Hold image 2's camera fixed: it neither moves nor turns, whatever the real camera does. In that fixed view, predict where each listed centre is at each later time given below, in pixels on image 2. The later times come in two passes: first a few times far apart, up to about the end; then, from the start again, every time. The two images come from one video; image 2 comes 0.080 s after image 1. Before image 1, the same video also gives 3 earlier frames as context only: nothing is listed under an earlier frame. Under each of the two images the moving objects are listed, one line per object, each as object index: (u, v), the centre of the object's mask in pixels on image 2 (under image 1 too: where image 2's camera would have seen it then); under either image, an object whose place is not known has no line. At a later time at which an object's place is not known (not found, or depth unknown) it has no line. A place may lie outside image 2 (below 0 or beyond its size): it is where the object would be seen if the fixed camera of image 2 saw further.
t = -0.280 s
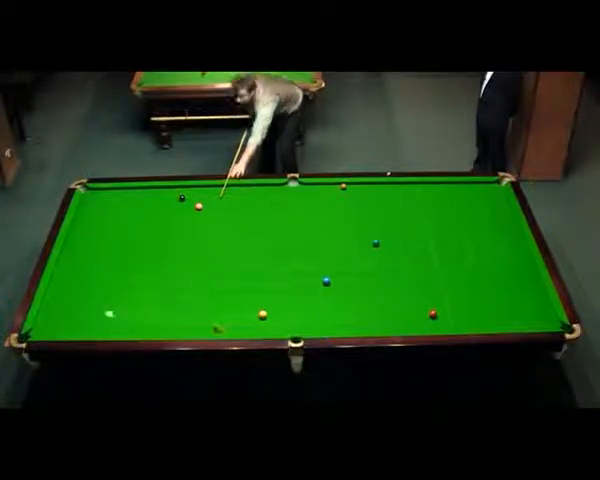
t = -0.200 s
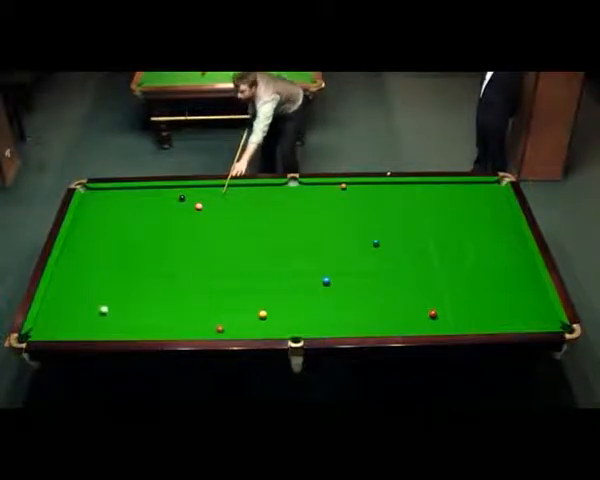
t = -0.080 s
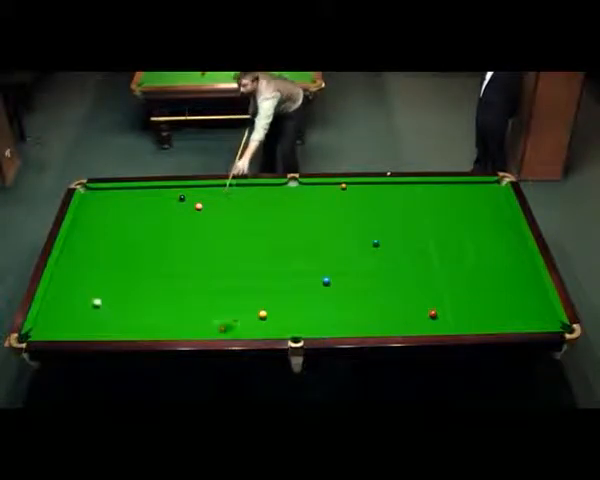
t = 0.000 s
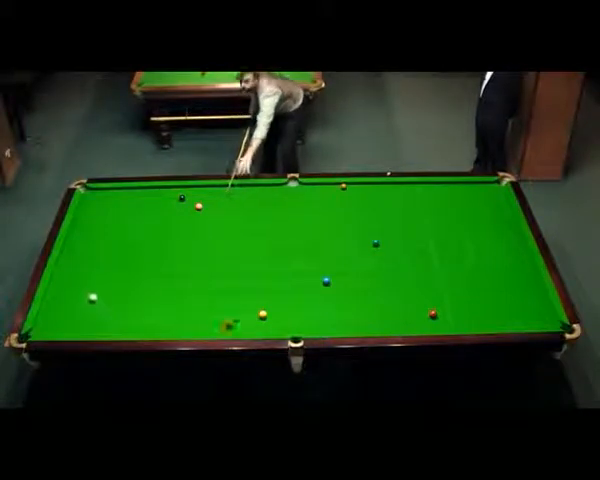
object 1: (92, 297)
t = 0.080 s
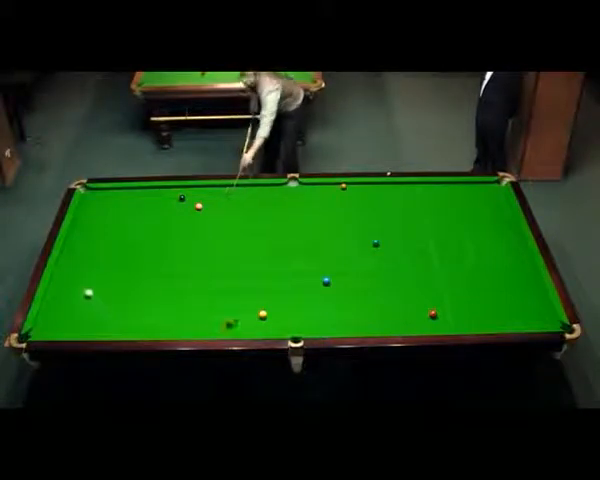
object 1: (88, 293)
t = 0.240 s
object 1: (80, 284)
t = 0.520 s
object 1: (66, 270)
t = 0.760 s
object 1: (63, 258)
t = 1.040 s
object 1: (79, 247)
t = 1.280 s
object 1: (91, 237)
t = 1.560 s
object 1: (102, 228)
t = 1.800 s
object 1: (114, 219)
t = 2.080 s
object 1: (125, 211)
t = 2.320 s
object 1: (133, 204)
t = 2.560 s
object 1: (142, 197)
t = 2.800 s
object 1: (151, 191)
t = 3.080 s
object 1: (156, 189)
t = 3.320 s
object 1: (160, 193)
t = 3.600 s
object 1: (163, 195)
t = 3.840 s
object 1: (166, 198)
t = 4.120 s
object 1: (169, 201)
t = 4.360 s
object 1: (171, 203)
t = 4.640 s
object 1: (173, 205)
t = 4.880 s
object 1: (174, 206)
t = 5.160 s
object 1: (175, 208)
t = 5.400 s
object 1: (176, 209)
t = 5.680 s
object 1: (177, 209)
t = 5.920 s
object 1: (177, 209)
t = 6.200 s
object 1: (177, 209)
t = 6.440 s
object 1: (177, 209)
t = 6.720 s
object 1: (177, 209)
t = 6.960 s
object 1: (177, 209)
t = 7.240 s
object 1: (177, 209)
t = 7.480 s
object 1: (177, 209)
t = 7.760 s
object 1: (178, 209)
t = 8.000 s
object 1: (177, 209)
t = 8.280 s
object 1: (178, 209)
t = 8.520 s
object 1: (177, 209)
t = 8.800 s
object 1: (178, 209)
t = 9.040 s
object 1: (178, 209)
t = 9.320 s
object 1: (178, 209)
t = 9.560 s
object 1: (178, 209)
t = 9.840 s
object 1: (178, 209)
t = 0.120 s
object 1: (86, 291)
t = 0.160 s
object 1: (84, 289)
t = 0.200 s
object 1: (82, 286)
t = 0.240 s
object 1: (80, 284)
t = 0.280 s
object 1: (78, 282)
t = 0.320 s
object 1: (75, 280)
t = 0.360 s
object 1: (73, 278)
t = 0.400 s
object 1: (71, 276)
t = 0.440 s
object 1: (69, 274)
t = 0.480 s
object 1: (68, 272)
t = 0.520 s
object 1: (66, 270)
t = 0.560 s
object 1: (64, 268)
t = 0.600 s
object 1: (63, 266)
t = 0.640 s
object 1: (61, 263)
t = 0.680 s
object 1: (59, 262)
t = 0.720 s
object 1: (61, 260)
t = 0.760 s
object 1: (63, 258)
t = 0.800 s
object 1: (66, 257)
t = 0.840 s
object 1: (69, 255)
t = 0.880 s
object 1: (70, 253)
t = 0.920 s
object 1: (71, 251)
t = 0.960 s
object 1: (74, 250)
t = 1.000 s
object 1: (76, 248)
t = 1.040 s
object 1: (79, 247)
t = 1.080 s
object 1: (81, 245)
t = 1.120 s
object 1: (82, 243)
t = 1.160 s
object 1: (84, 242)
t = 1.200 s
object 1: (85, 240)
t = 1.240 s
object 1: (87, 238)
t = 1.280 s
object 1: (91, 237)
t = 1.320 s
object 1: (91, 236)
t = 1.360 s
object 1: (94, 234)
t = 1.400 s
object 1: (96, 233)
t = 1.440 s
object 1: (99, 232)
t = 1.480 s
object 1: (100, 231)
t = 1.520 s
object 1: (102, 229)
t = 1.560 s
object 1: (102, 228)
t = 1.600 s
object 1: (105, 226)
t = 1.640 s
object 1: (108, 225)
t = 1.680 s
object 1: (109, 223)
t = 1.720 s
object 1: (111, 222)
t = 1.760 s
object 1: (112, 221)
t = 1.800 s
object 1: (114, 219)
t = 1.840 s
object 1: (116, 218)
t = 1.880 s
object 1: (117, 217)
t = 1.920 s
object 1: (119, 216)
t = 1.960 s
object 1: (120, 215)
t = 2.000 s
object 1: (122, 213)
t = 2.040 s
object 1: (123, 212)
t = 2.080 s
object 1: (125, 211)
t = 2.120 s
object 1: (127, 209)
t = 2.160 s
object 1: (128, 209)
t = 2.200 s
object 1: (129, 207)
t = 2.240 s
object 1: (130, 206)
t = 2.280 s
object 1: (132, 205)
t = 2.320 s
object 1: (133, 204)
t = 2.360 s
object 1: (135, 203)
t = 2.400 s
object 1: (137, 203)
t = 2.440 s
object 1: (138, 200)
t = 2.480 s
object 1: (140, 199)
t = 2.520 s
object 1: (142, 198)
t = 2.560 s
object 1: (142, 197)
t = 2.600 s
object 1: (143, 196)
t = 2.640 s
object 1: (145, 195)
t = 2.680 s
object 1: (146, 193)
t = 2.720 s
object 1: (148, 192)
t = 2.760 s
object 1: (149, 191)
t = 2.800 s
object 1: (151, 191)
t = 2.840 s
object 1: (151, 189)
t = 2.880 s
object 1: (153, 188)
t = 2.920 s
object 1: (154, 188)
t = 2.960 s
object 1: (155, 188)
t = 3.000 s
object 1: (155, 188)
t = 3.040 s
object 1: (155, 189)
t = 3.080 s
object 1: (156, 189)
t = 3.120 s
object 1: (156, 190)
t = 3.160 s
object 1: (156, 190)
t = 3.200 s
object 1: (156, 191)
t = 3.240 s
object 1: (159, 193)
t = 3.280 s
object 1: (159, 193)
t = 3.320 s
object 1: (160, 193)
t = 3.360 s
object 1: (160, 193)
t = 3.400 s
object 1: (160, 193)
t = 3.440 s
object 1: (162, 194)
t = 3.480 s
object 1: (162, 195)
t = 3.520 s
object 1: (162, 195)
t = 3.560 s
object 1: (163, 195)
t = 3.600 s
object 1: (163, 195)
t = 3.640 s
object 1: (163, 195)
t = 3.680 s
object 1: (163, 195)
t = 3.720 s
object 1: (164, 196)
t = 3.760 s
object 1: (164, 196)
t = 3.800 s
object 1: (166, 198)
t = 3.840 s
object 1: (166, 198)
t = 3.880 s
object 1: (166, 198)
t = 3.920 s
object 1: (167, 200)
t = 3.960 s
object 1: (168, 200)
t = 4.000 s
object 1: (168, 200)
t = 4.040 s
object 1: (168, 200)
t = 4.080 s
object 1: (169, 201)
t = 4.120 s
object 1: (169, 201)
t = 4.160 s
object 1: (169, 201)
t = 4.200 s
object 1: (169, 201)
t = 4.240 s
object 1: (170, 202)
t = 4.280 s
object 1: (170, 202)
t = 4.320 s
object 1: (170, 202)
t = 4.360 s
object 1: (171, 203)
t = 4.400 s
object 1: (171, 203)
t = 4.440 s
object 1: (171, 203)
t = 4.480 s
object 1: (172, 204)
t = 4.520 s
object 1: (172, 204)
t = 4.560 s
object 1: (172, 205)
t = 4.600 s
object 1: (173, 205)
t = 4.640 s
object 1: (173, 205)
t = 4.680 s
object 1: (173, 205)
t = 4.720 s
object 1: (173, 206)
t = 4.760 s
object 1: (173, 206)
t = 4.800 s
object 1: (173, 206)
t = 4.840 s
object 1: (174, 206)
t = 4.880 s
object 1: (174, 206)
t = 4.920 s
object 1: (174, 207)
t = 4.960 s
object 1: (174, 207)
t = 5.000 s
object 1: (175, 207)
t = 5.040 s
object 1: (175, 207)
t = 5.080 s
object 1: (175, 207)
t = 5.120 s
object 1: (175, 207)
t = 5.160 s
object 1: (175, 208)
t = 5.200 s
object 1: (175, 208)
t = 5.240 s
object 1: (176, 208)
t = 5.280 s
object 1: (176, 208)
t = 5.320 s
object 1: (176, 208)
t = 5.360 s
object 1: (176, 209)
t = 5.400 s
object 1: (176, 209)
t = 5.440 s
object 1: (176, 209)
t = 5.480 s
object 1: (176, 209)
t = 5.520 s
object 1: (177, 209)
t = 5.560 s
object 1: (177, 209)
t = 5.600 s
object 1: (177, 209)
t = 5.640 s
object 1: (177, 209)
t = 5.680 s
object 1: (177, 209)
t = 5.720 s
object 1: (177, 209)
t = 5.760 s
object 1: (177, 209)
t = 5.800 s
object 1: (177, 209)
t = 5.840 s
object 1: (177, 209)
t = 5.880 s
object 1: (177, 209)
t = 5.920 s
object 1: (177, 209)
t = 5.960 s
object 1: (177, 209)
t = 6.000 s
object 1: (177, 209)
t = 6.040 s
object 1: (177, 209)
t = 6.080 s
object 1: (177, 209)
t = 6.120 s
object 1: (177, 209)
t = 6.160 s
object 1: (177, 209)
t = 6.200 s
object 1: (177, 209)
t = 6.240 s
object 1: (177, 209)
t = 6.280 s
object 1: (177, 209)
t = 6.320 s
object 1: (177, 209)
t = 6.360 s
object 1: (177, 209)
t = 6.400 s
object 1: (177, 209)
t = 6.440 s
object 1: (177, 209)
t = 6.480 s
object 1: (177, 209)
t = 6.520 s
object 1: (177, 209)
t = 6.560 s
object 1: (177, 209)
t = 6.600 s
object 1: (177, 209)
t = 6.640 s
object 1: (177, 209)
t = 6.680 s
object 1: (177, 209)
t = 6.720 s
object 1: (177, 209)
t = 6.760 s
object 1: (177, 209)
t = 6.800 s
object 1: (177, 209)
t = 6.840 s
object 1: (177, 209)
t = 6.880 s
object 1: (177, 209)
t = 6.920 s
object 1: (177, 209)
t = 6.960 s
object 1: (177, 209)
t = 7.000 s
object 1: (177, 209)
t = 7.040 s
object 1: (177, 209)
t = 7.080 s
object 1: (177, 209)
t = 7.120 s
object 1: (177, 209)
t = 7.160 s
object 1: (177, 209)
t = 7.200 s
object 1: (177, 209)
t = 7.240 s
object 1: (177, 209)
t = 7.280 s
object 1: (177, 209)
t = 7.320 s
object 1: (177, 209)
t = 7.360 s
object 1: (177, 209)
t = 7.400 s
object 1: (177, 209)
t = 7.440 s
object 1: (177, 209)
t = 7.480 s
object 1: (177, 209)
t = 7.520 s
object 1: (177, 209)
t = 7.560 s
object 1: (177, 209)
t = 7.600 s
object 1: (177, 209)
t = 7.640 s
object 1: (177, 209)
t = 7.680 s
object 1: (177, 209)
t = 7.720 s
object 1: (177, 209)
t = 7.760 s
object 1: (178, 209)
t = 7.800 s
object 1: (177, 209)
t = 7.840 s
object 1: (177, 209)
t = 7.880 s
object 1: (177, 209)
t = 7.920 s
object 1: (177, 209)
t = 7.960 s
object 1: (177, 209)
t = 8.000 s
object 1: (177, 209)
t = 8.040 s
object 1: (177, 209)
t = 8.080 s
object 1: (178, 209)
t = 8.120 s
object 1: (178, 209)
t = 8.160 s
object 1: (178, 209)
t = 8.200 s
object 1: (178, 209)
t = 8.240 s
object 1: (178, 209)
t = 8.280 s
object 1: (178, 209)
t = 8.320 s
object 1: (178, 209)
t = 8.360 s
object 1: (177, 209)
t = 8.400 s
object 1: (177, 209)
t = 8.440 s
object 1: (177, 209)
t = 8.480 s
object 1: (177, 209)
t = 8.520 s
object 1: (177, 209)
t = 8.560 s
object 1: (178, 209)
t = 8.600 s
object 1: (178, 209)
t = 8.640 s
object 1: (178, 209)
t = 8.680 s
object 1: (178, 209)
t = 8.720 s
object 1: (178, 209)
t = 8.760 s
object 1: (178, 209)
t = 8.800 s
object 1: (178, 209)
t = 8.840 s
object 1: (178, 209)
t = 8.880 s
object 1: (178, 209)
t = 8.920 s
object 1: (178, 209)
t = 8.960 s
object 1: (178, 209)
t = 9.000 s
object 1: (178, 209)
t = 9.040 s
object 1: (178, 209)
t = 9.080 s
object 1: (178, 209)
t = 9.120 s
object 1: (178, 209)
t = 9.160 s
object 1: (178, 209)
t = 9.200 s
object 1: (178, 209)
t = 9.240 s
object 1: (178, 209)
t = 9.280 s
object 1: (178, 209)
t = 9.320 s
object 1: (178, 209)
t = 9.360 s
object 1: (178, 209)
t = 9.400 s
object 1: (178, 209)
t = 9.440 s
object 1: (178, 209)
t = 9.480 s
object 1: (178, 209)
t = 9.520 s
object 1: (178, 209)
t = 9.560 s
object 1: (178, 209)
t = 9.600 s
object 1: (178, 209)
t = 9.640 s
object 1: (178, 209)
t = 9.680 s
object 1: (178, 209)
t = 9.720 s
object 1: (178, 209)
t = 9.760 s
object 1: (178, 209)
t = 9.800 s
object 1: (178, 209)
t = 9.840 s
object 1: (178, 209)
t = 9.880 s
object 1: (178, 209)
